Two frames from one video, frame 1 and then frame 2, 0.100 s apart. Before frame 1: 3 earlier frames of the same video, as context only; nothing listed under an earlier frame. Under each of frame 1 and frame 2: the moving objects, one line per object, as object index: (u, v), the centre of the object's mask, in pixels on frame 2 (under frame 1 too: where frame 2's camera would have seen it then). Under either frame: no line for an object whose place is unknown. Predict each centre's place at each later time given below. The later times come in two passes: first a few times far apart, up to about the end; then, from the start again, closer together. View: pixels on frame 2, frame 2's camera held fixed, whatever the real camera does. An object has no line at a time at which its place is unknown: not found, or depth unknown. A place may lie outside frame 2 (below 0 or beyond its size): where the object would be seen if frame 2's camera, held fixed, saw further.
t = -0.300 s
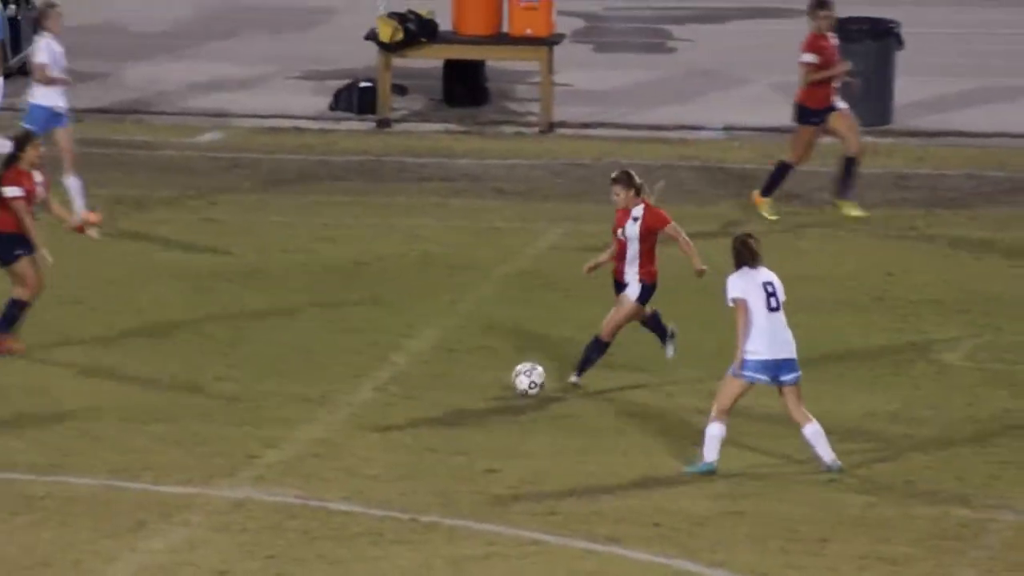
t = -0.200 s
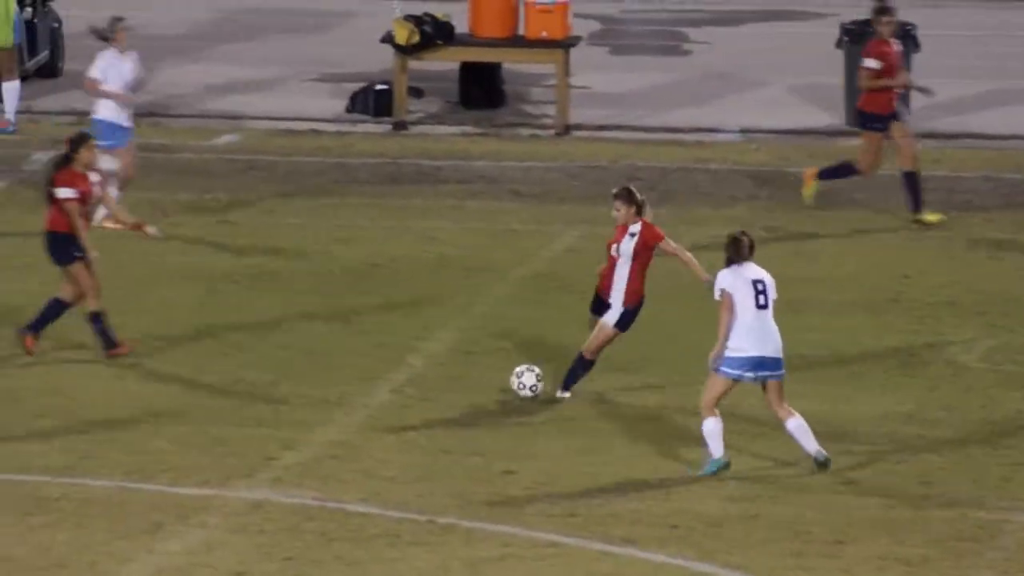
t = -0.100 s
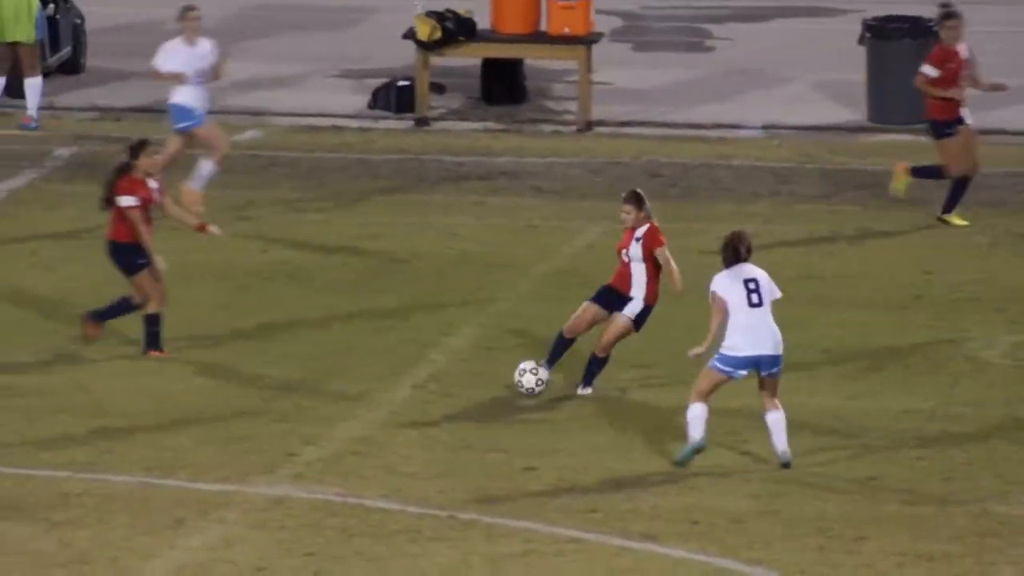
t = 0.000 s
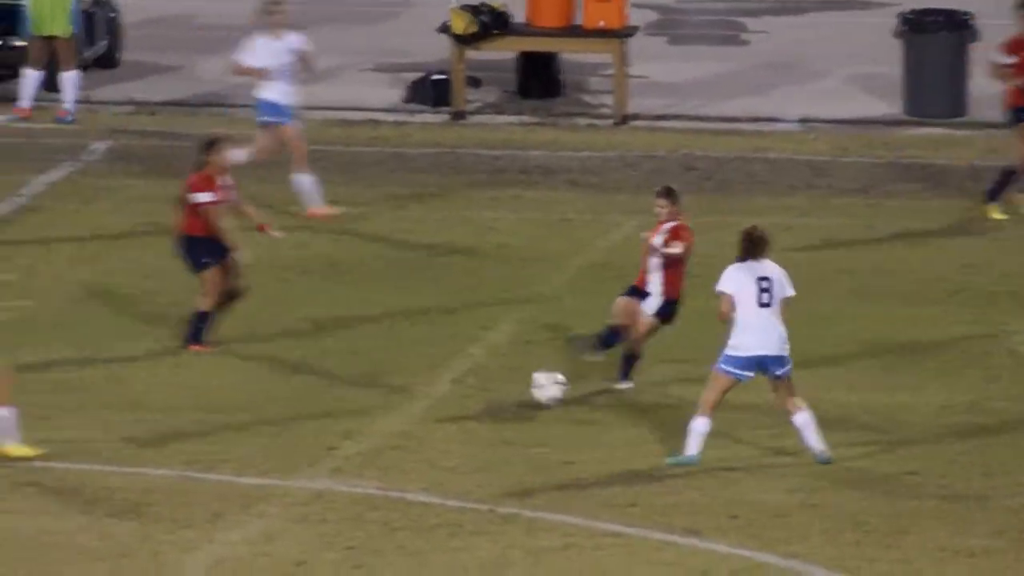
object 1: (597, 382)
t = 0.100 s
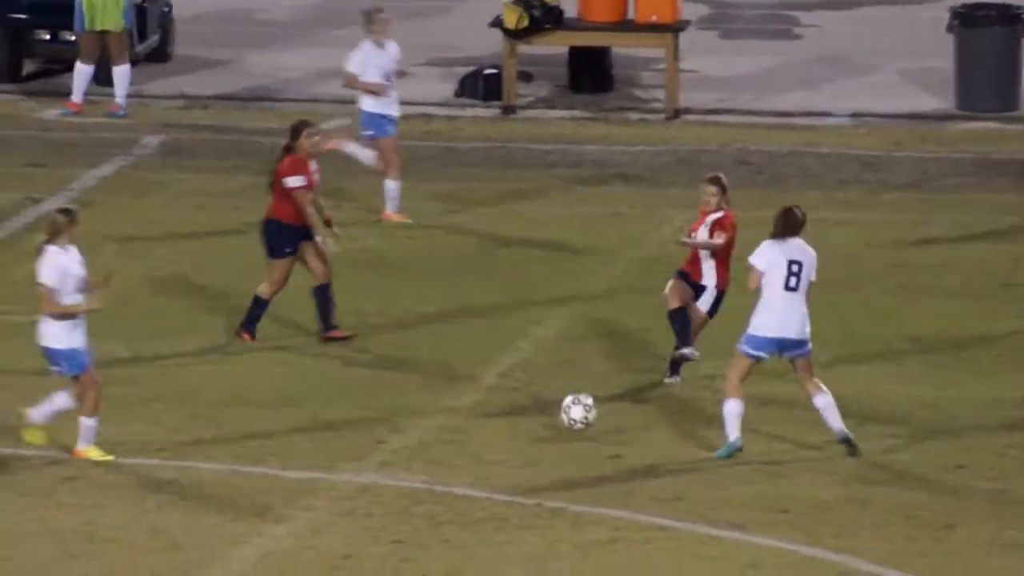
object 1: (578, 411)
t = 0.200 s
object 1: (566, 438)
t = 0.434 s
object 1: (551, 501)
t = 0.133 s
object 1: (573, 425)
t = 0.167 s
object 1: (569, 436)
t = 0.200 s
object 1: (566, 438)
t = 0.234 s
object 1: (561, 442)
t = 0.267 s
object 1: (558, 448)
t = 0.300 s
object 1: (556, 454)
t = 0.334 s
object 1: (554, 462)
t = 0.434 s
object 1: (551, 501)
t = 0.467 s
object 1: (550, 508)
